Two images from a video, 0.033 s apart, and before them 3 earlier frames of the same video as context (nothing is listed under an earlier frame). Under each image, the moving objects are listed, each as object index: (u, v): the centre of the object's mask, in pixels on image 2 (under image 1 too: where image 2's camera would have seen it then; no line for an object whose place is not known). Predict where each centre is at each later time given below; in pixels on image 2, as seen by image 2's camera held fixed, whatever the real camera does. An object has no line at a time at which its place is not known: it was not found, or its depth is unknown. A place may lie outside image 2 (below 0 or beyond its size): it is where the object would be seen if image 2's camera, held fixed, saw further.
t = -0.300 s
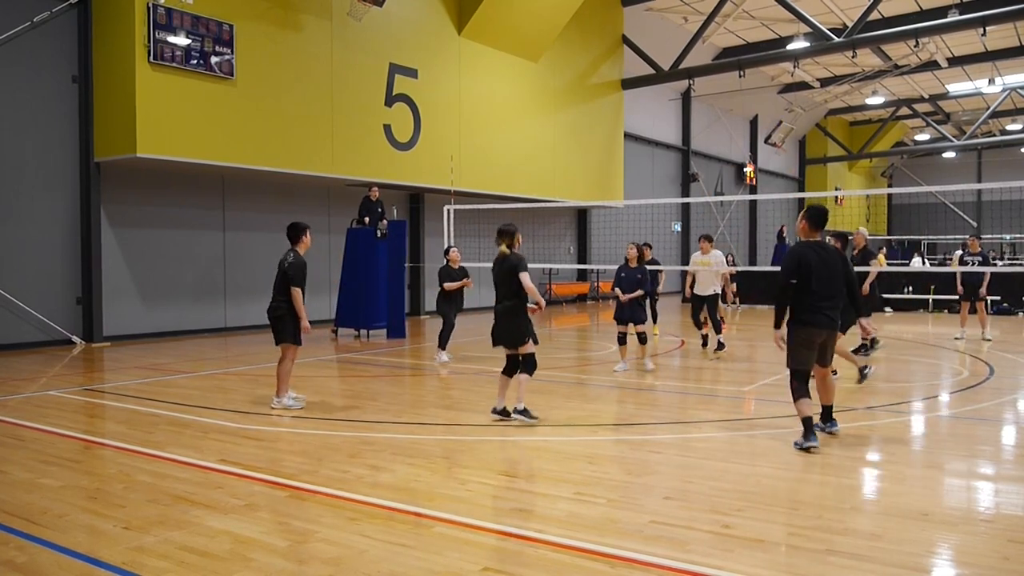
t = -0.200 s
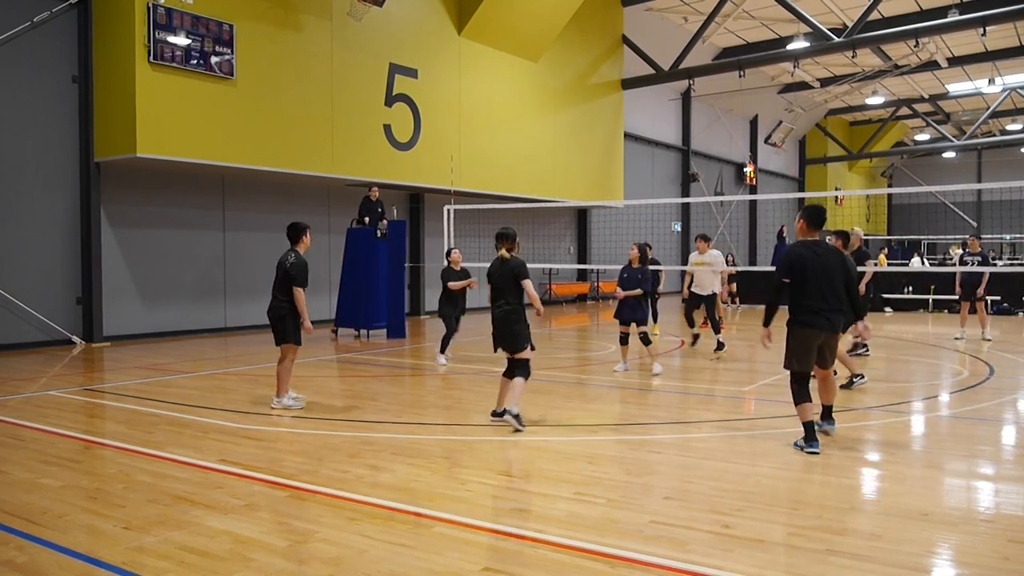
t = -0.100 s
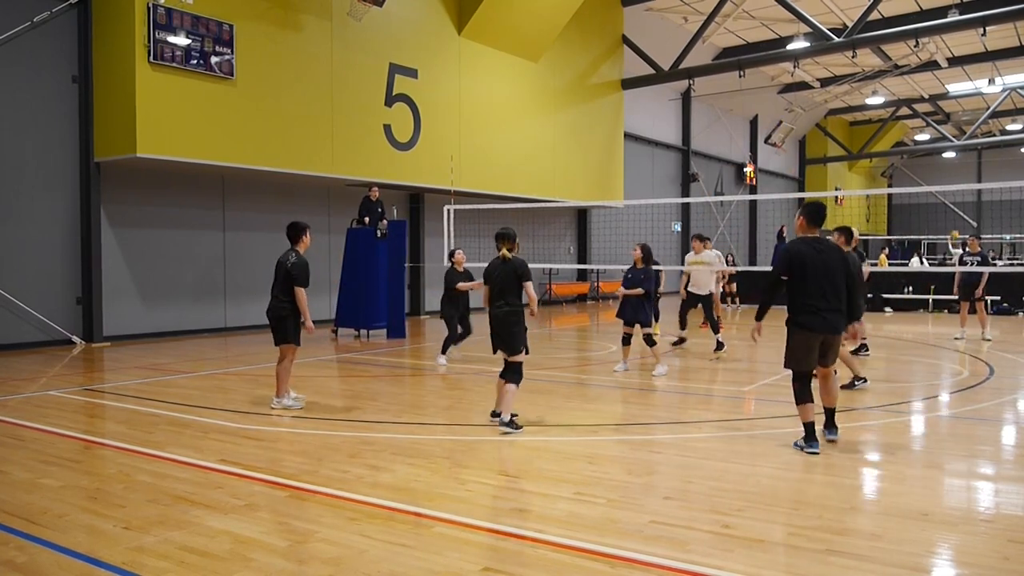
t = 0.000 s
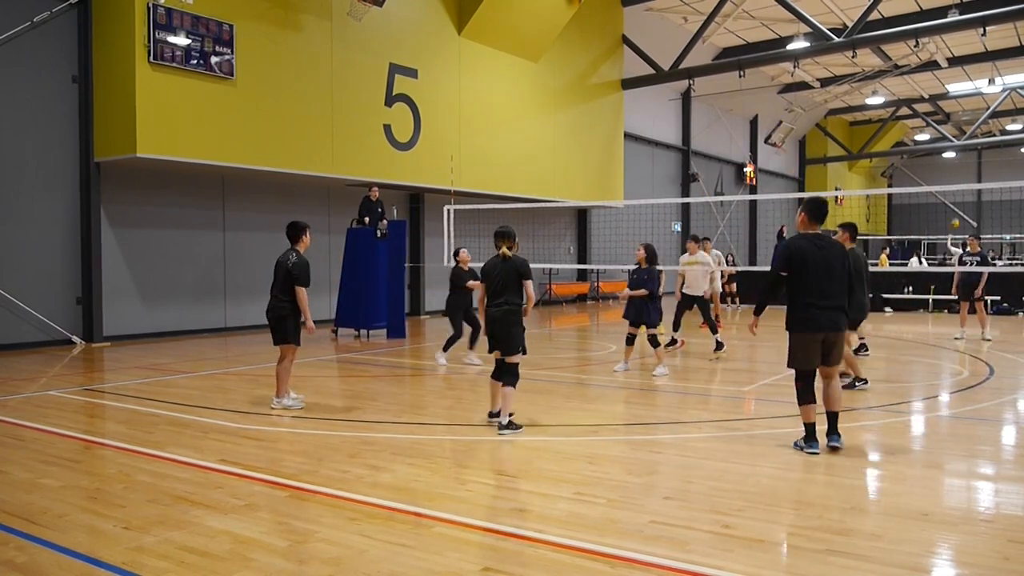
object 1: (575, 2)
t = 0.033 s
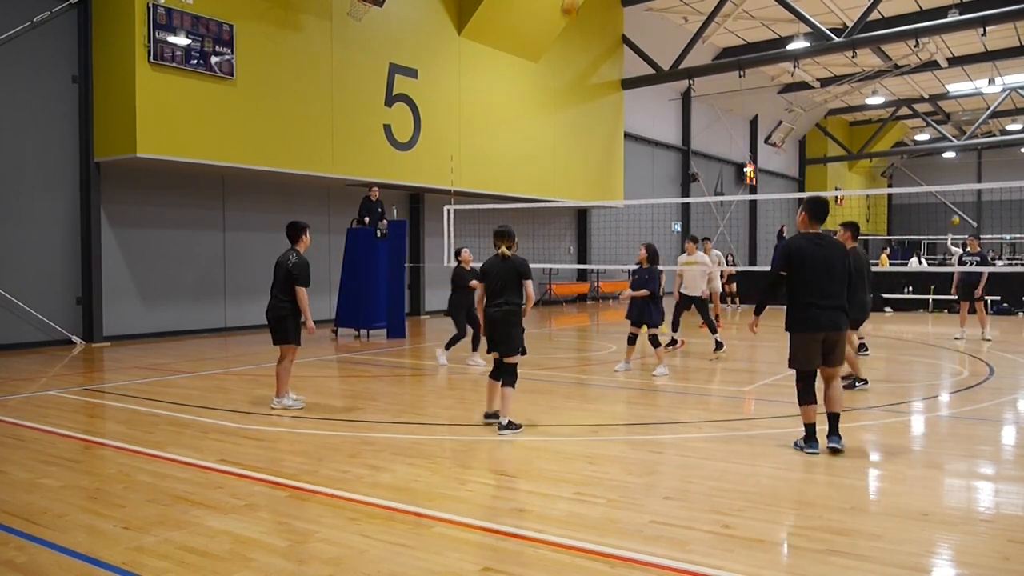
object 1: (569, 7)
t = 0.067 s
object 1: (563, 22)
